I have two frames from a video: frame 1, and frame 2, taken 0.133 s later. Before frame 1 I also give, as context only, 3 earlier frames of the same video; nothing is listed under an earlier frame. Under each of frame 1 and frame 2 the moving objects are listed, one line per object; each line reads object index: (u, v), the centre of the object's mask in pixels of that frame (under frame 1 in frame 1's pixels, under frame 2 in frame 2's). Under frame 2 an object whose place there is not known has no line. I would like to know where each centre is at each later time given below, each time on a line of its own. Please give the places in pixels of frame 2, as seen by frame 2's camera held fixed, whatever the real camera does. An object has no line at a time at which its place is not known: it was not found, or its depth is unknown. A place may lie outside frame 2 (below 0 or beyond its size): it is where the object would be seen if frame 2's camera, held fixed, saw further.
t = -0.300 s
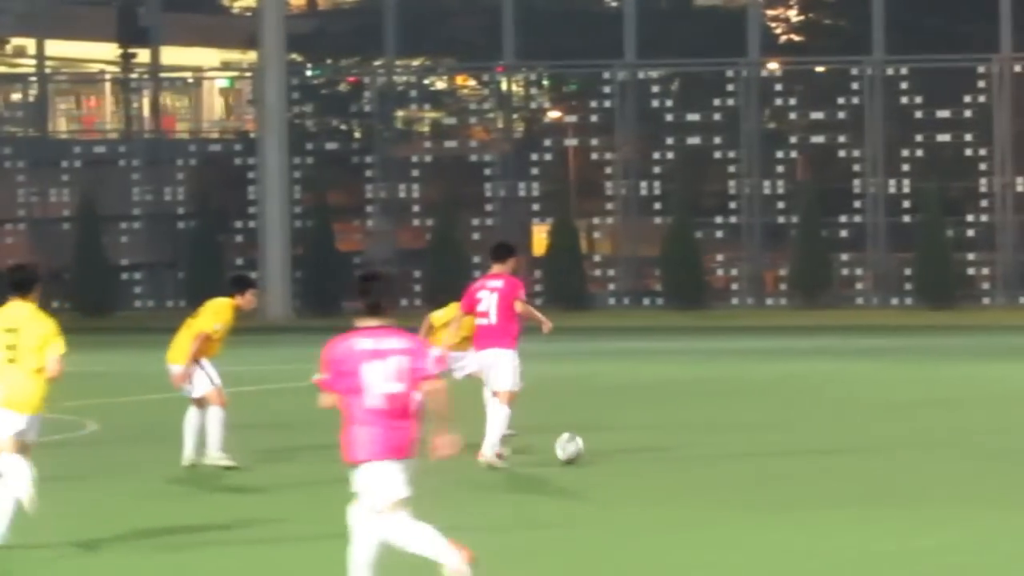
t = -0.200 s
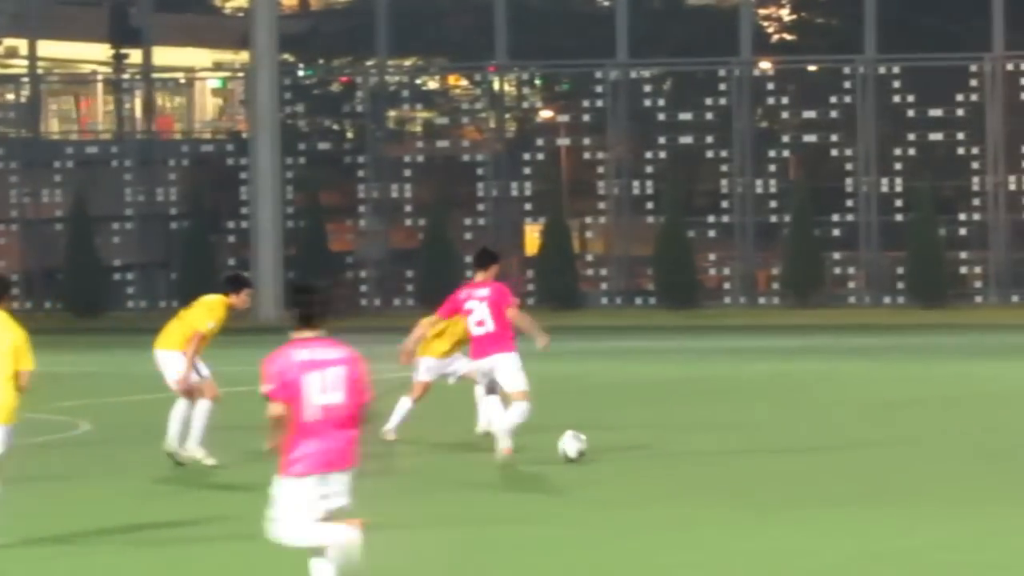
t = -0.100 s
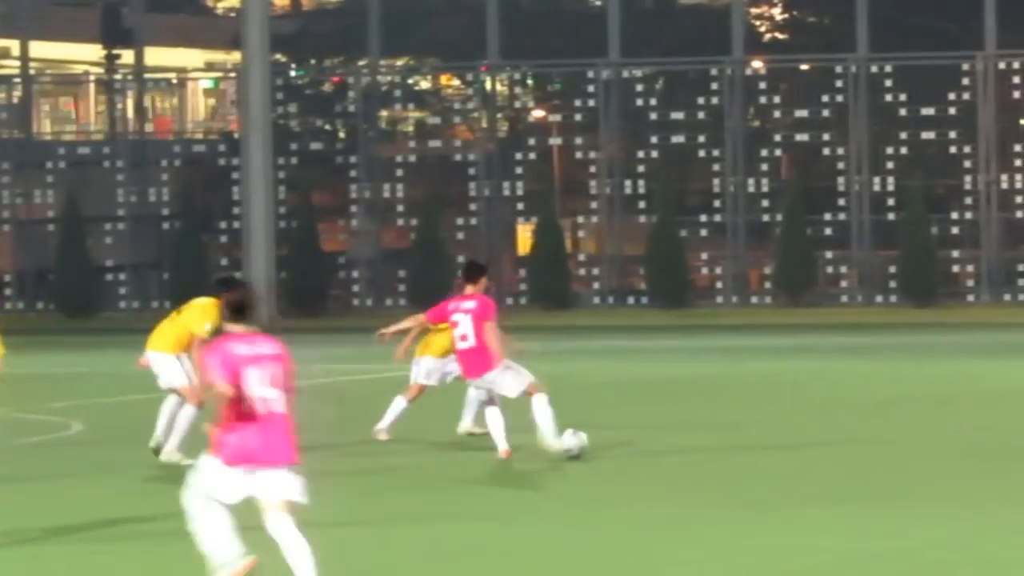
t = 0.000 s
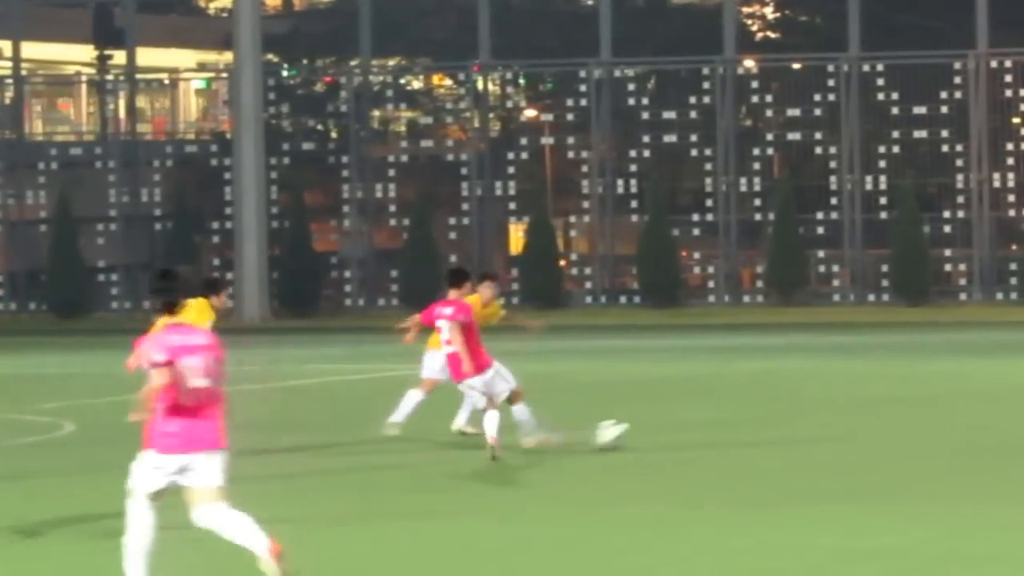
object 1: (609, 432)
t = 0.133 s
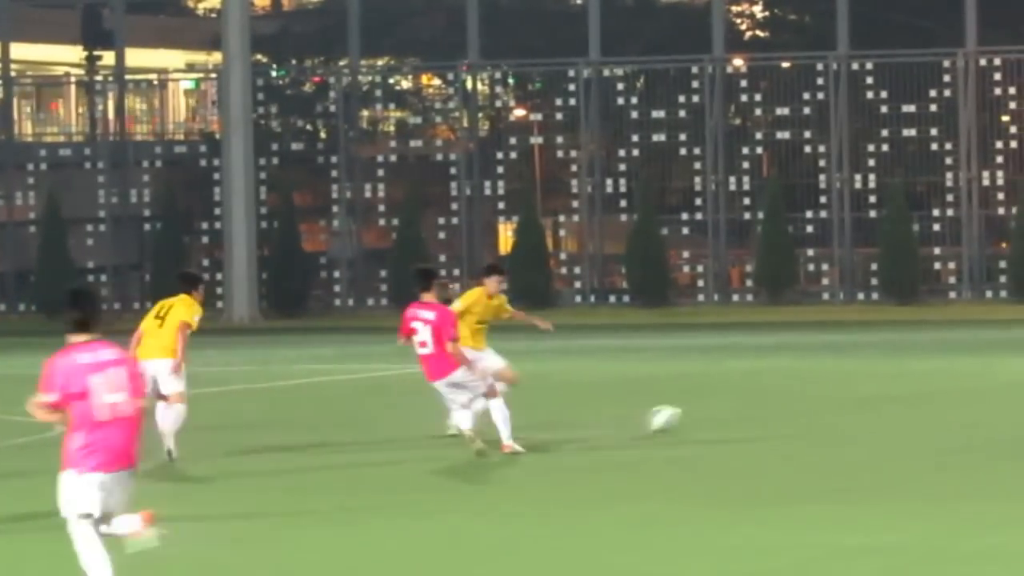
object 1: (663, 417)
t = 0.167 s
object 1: (679, 415)
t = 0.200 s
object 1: (695, 414)
